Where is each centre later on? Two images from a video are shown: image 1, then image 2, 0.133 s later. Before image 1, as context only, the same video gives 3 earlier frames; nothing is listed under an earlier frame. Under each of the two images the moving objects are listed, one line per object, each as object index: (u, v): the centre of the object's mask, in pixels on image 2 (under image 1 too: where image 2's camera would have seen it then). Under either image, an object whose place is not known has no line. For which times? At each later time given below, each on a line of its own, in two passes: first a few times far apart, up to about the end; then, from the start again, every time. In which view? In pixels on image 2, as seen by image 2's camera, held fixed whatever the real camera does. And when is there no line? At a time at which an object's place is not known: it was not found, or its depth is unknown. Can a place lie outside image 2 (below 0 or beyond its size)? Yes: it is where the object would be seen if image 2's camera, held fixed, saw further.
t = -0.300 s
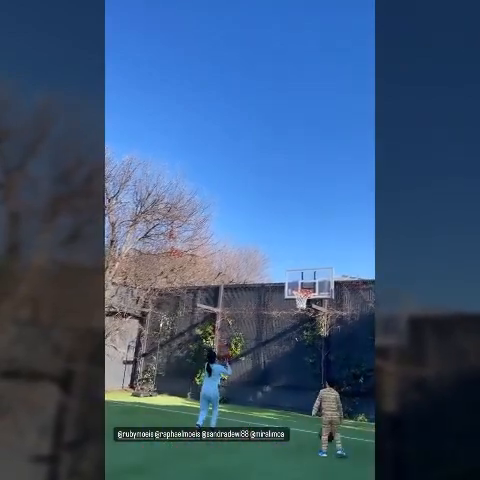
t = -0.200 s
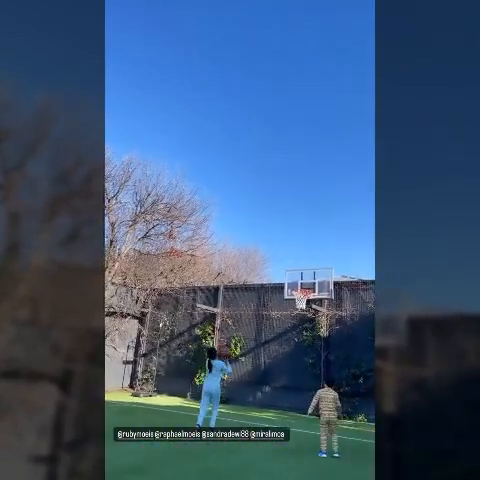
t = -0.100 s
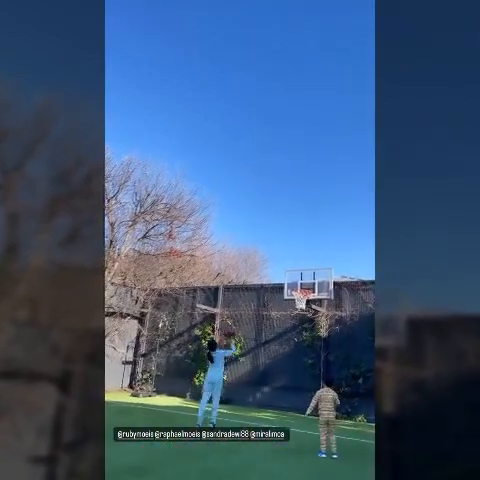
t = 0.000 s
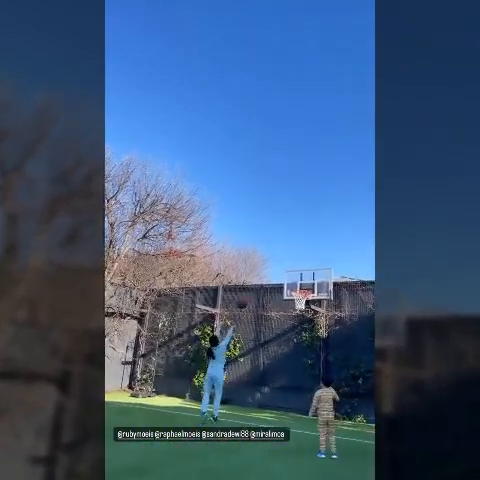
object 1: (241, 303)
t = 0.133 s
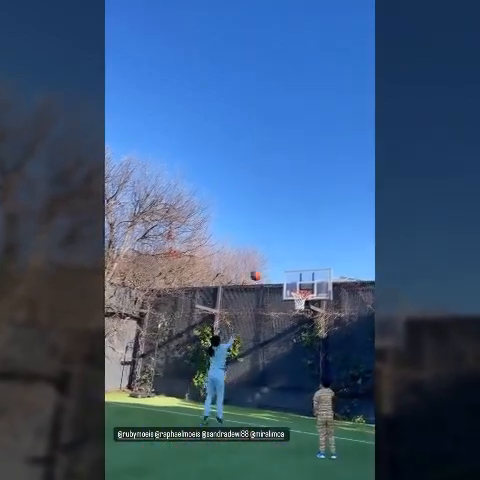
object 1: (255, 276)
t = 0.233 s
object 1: (264, 262)
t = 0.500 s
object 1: (283, 250)
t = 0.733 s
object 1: (297, 262)
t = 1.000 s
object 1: (300, 287)
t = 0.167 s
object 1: (258, 270)
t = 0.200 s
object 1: (261, 265)
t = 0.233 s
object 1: (264, 262)
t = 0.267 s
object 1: (267, 259)
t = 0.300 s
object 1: (270, 256)
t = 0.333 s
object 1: (272, 254)
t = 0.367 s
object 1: (274, 252)
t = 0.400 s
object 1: (277, 251)
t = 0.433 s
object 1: (279, 250)
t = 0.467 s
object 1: (281, 250)
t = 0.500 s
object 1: (283, 250)
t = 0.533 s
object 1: (285, 250)
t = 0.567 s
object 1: (288, 251)
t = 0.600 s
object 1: (289, 253)
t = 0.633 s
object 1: (291, 254)
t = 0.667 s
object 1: (293, 256)
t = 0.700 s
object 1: (295, 259)
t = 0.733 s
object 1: (297, 262)
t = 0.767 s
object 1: (299, 265)
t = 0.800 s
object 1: (300, 269)
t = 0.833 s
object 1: (301, 272)
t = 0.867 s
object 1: (304, 277)
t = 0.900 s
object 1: (303, 280)
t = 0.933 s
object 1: (301, 282)
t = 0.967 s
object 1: (300, 284)
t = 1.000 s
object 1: (300, 287)
